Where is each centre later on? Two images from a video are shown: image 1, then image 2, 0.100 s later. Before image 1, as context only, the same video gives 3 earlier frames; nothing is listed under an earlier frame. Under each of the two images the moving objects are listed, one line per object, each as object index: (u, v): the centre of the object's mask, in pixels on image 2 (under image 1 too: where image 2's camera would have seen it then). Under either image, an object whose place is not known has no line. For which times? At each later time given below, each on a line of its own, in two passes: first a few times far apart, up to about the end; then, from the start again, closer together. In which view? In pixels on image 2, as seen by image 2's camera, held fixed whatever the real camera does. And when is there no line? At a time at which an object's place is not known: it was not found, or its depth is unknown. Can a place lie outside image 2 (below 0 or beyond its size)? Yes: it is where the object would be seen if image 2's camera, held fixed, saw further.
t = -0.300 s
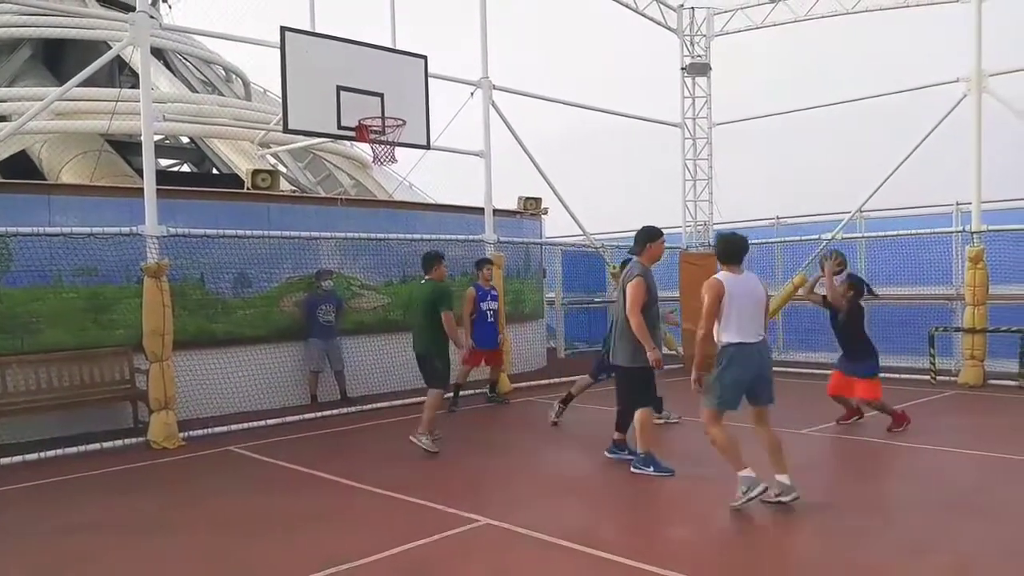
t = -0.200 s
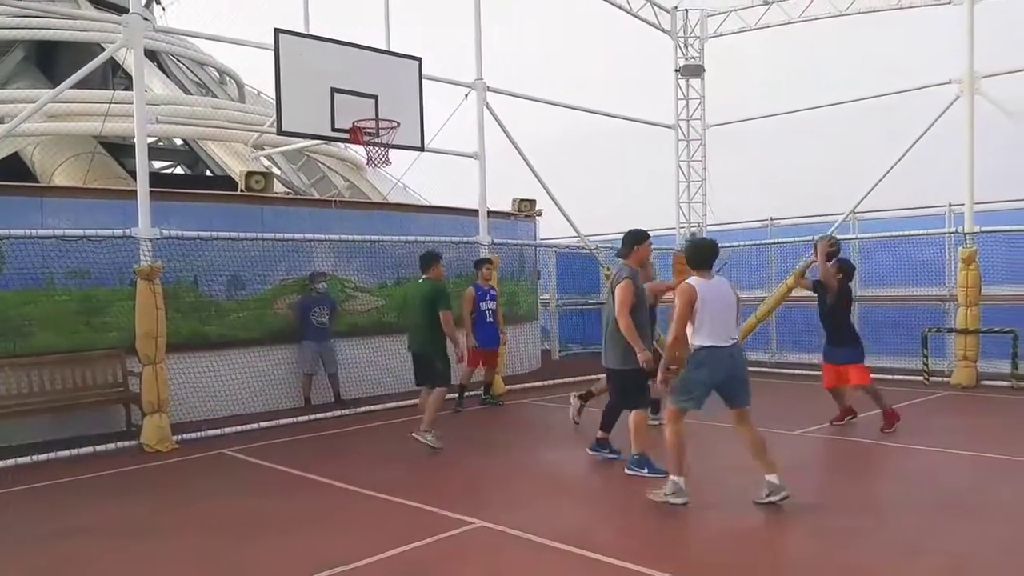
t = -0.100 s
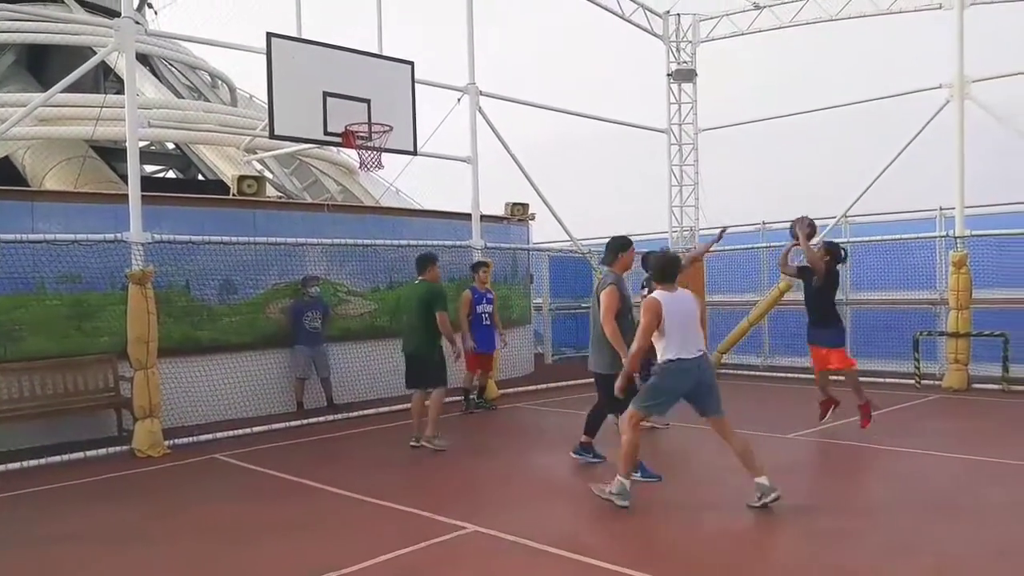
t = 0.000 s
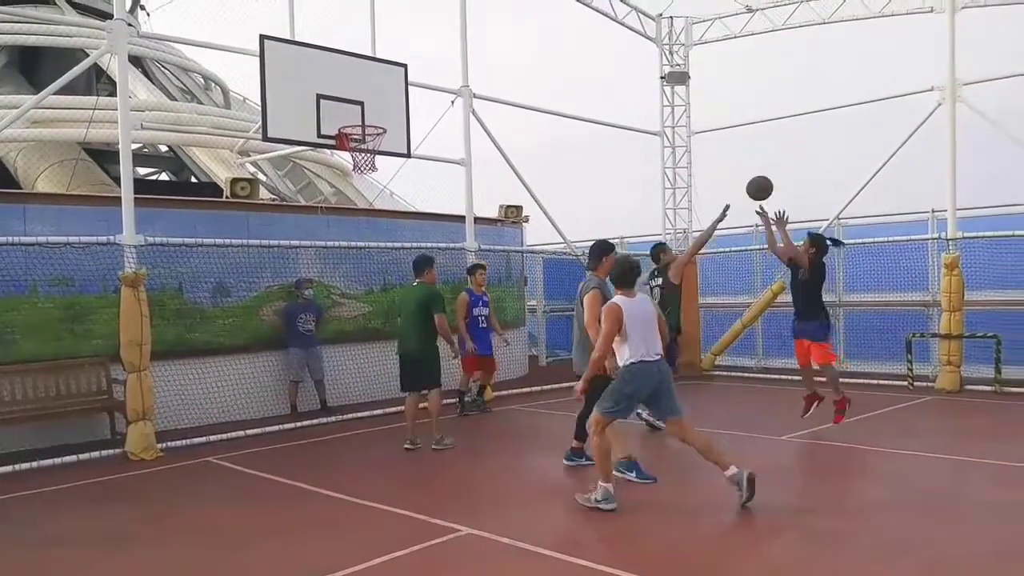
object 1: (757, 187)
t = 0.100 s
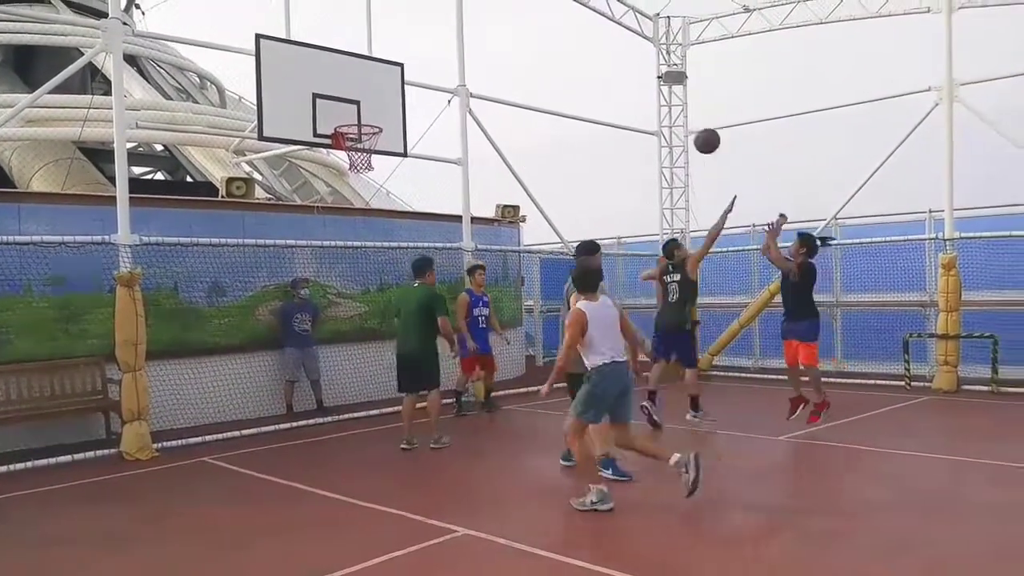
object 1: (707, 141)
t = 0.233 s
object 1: (642, 95)
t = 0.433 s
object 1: (549, 60)
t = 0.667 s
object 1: (444, 70)
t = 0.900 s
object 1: (348, 131)
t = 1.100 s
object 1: (380, 143)
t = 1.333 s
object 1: (367, 163)
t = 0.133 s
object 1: (691, 128)
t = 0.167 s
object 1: (675, 116)
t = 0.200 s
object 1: (658, 105)
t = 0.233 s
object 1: (642, 95)
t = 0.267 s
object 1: (627, 86)
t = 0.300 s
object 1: (611, 78)
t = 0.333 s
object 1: (595, 72)
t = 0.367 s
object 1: (580, 67)
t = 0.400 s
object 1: (564, 63)
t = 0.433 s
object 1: (549, 60)
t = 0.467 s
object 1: (533, 58)
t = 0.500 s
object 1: (518, 57)
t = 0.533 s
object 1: (503, 58)
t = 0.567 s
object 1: (488, 59)
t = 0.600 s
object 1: (474, 62)
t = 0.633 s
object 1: (459, 66)
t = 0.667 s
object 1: (444, 70)
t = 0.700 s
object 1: (430, 76)
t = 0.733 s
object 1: (416, 83)
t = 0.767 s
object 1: (402, 91)
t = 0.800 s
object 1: (388, 99)
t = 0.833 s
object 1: (374, 109)
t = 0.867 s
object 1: (360, 119)
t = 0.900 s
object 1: (348, 131)
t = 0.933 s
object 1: (357, 139)
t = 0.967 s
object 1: (368, 150)
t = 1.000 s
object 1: (374, 152)
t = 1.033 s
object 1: (377, 149)
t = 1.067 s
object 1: (379, 145)
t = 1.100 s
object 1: (380, 143)
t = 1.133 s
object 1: (380, 142)
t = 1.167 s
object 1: (379, 144)
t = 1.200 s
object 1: (378, 146)
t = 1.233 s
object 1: (376, 150)
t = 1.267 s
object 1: (374, 154)
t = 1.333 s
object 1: (367, 163)
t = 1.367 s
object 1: (363, 169)
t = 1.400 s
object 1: (359, 176)
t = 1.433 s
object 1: (356, 183)
